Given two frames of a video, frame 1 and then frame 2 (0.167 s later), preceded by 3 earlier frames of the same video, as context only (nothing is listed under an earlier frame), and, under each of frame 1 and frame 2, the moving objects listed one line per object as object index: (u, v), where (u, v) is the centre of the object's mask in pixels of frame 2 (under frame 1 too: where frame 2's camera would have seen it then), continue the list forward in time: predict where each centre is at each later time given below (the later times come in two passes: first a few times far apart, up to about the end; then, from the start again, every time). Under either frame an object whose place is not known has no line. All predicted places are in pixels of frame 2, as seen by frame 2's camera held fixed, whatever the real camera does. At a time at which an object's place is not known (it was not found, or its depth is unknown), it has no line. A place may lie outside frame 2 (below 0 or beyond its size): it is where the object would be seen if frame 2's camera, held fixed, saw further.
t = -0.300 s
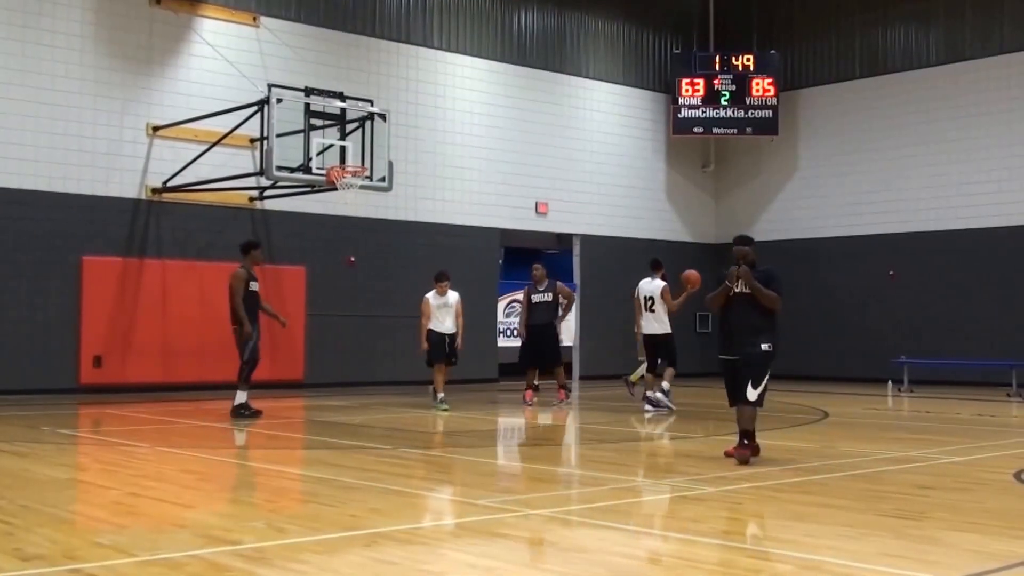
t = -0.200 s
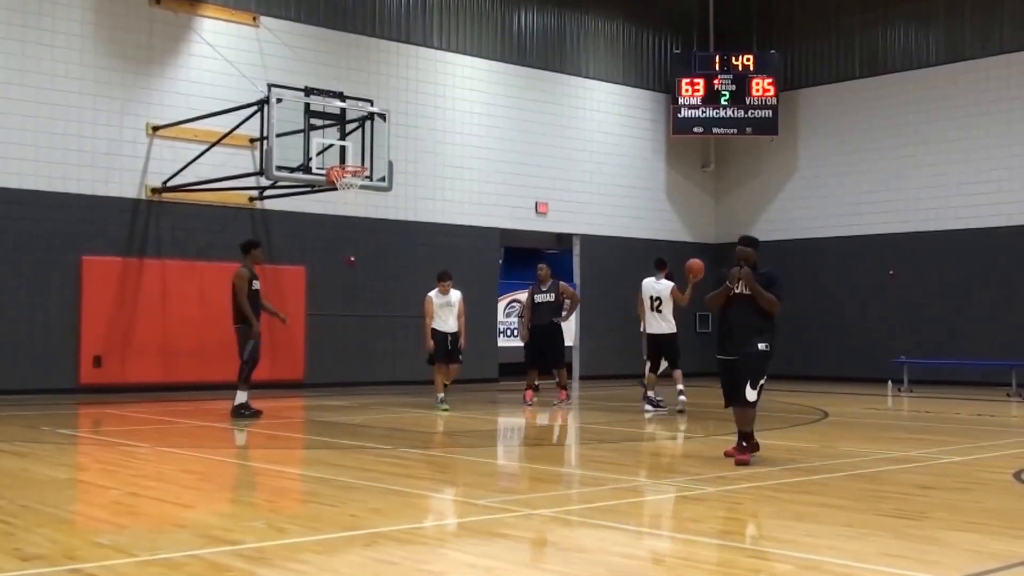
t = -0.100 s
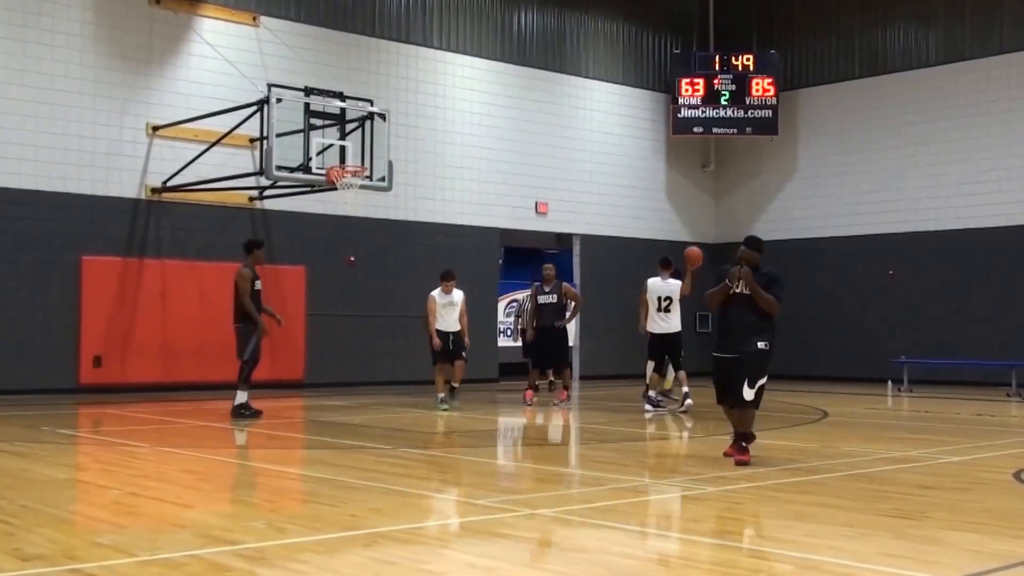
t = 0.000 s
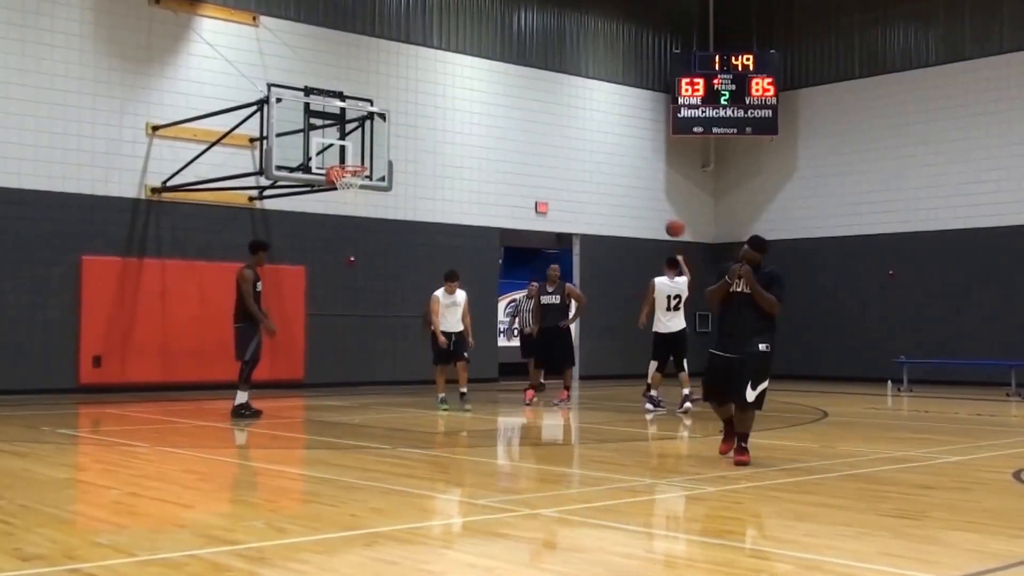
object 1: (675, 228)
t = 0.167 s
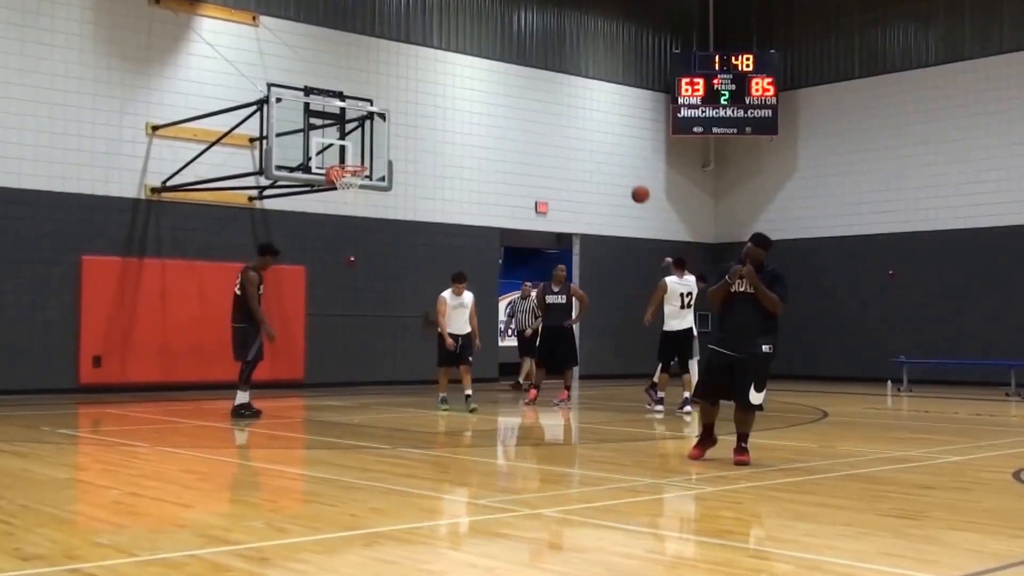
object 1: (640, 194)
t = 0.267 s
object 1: (620, 184)
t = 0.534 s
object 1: (573, 195)
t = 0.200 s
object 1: (634, 190)
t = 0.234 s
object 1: (627, 187)
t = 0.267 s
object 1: (620, 184)
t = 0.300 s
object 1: (614, 183)
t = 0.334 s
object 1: (608, 183)
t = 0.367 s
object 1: (602, 183)
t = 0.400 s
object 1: (596, 184)
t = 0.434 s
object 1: (590, 185)
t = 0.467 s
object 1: (584, 188)
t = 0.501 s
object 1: (578, 191)
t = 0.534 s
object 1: (573, 195)
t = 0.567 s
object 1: (567, 200)
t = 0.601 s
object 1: (561, 205)
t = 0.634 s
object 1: (556, 211)
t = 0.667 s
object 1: (551, 217)
